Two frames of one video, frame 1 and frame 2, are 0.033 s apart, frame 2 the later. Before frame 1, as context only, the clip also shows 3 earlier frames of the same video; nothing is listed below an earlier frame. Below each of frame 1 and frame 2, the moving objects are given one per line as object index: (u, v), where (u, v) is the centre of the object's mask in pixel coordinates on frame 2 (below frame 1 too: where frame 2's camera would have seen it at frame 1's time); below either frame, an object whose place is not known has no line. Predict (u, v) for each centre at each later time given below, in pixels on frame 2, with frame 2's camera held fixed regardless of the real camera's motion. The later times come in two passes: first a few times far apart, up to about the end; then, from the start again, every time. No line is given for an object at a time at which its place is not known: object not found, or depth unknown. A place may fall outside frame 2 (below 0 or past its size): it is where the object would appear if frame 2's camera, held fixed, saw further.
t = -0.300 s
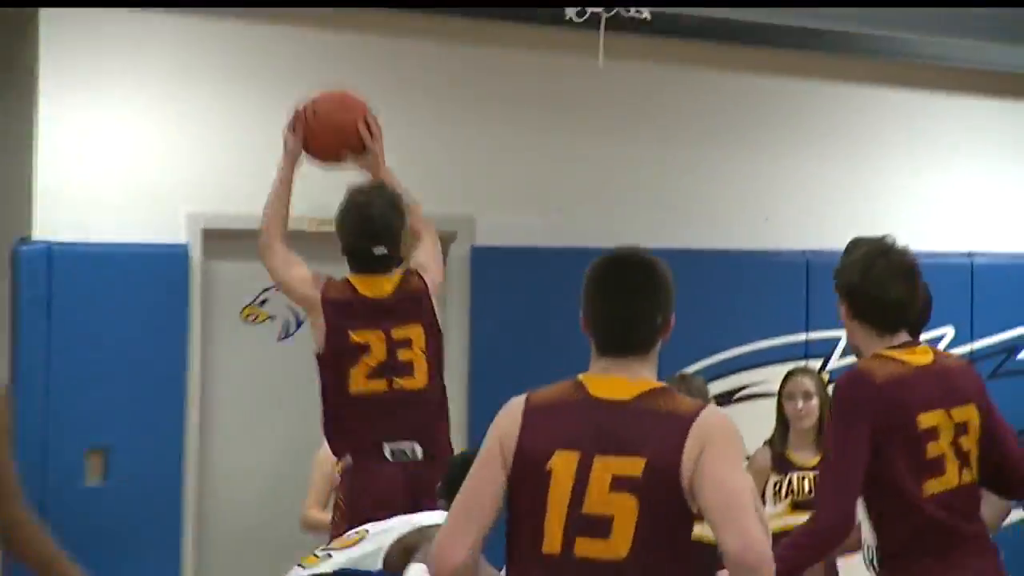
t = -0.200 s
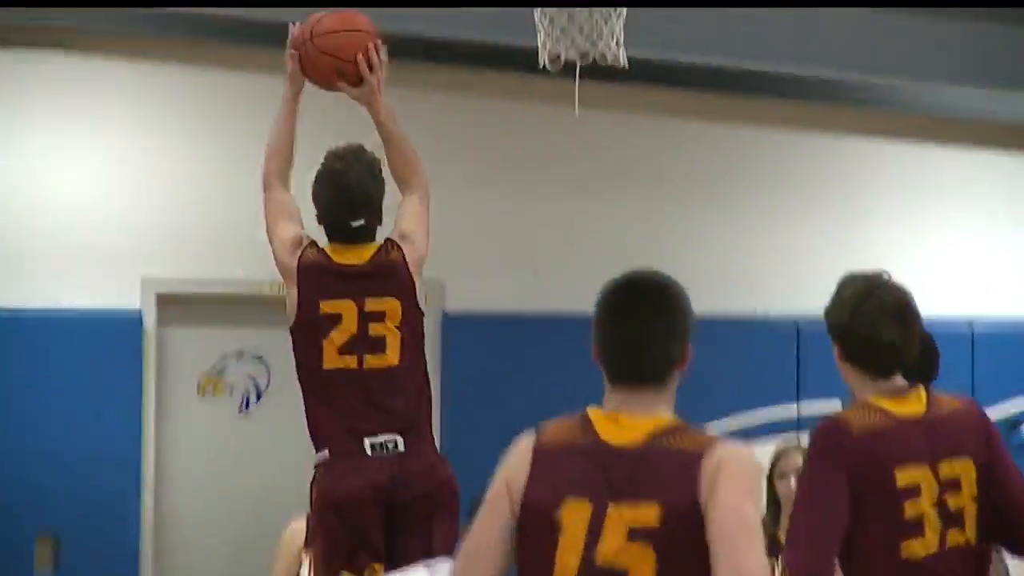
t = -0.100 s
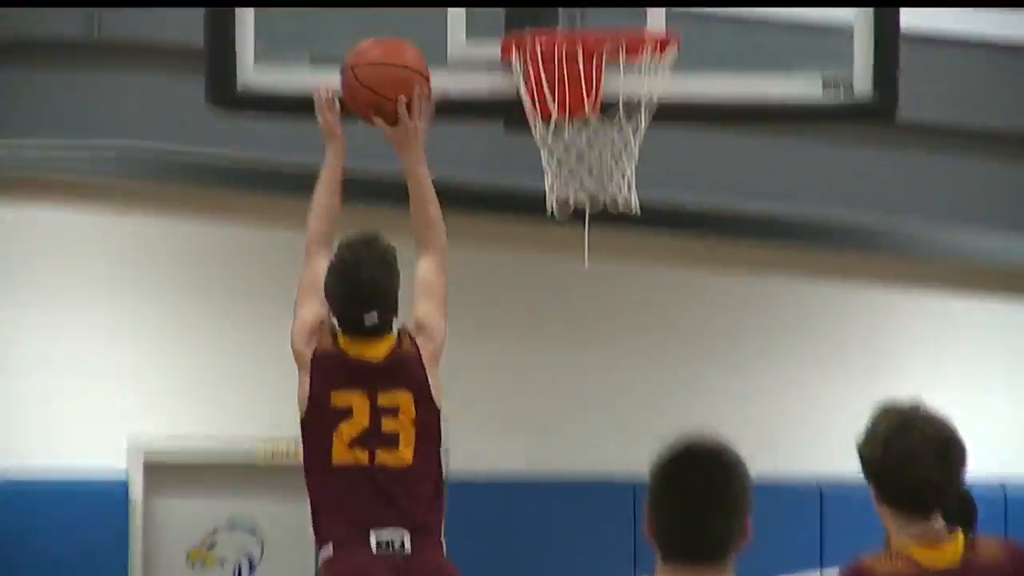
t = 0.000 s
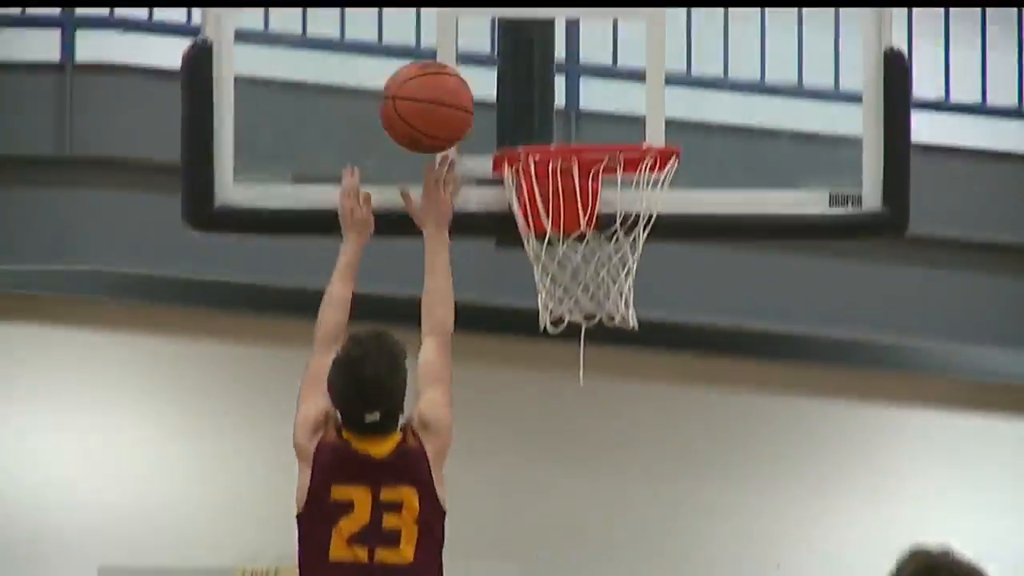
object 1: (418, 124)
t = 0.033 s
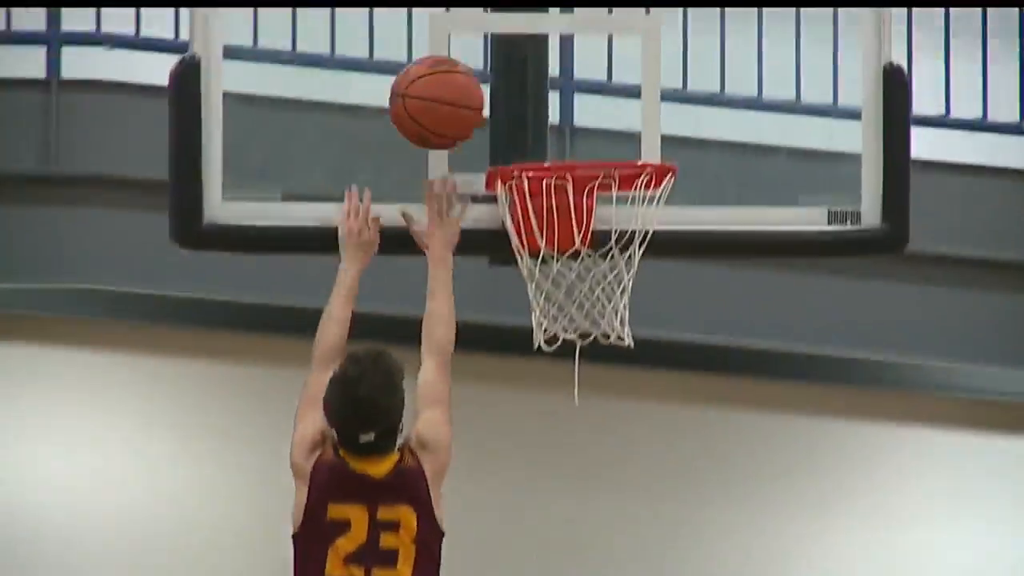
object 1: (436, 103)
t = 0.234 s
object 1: (536, 86)
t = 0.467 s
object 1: (642, 252)
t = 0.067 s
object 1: (455, 86)
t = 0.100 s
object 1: (473, 75)
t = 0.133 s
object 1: (489, 72)
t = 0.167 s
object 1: (505, 72)
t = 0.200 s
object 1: (521, 77)
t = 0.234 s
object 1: (536, 86)
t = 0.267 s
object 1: (553, 100)
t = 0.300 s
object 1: (570, 118)
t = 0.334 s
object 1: (587, 131)
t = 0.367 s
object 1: (605, 162)
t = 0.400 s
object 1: (620, 204)
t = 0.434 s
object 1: (636, 229)
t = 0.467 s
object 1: (642, 252)
